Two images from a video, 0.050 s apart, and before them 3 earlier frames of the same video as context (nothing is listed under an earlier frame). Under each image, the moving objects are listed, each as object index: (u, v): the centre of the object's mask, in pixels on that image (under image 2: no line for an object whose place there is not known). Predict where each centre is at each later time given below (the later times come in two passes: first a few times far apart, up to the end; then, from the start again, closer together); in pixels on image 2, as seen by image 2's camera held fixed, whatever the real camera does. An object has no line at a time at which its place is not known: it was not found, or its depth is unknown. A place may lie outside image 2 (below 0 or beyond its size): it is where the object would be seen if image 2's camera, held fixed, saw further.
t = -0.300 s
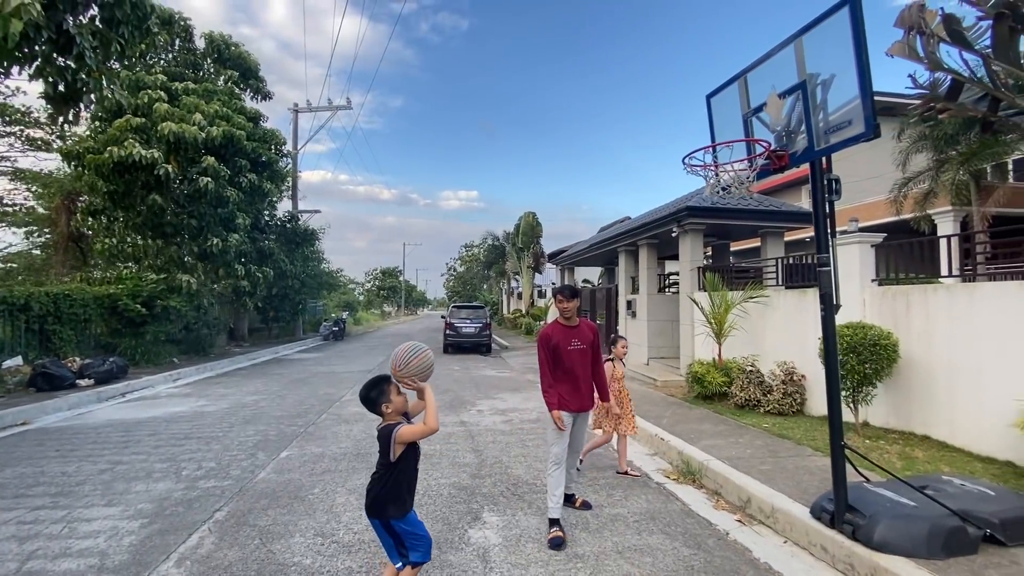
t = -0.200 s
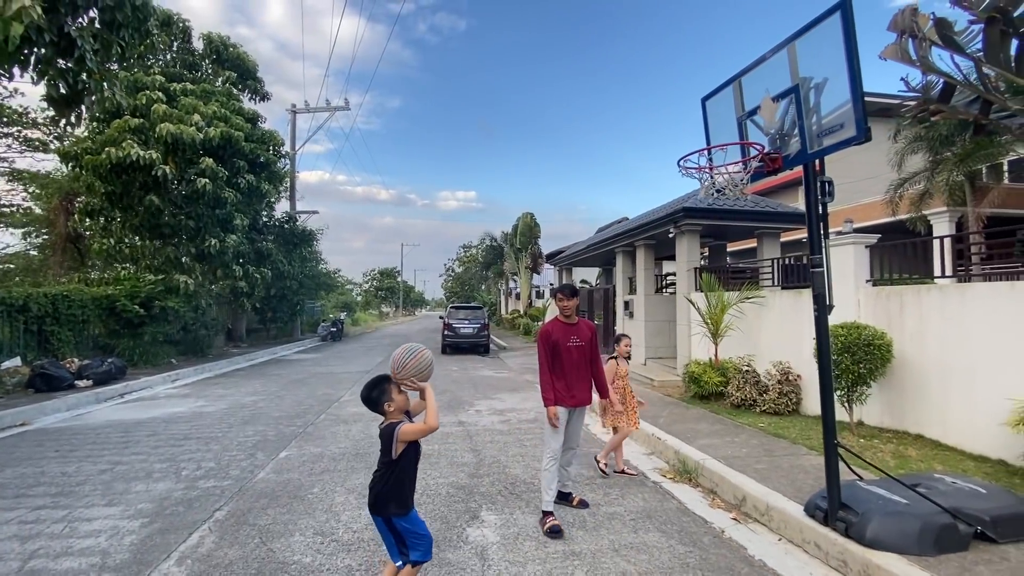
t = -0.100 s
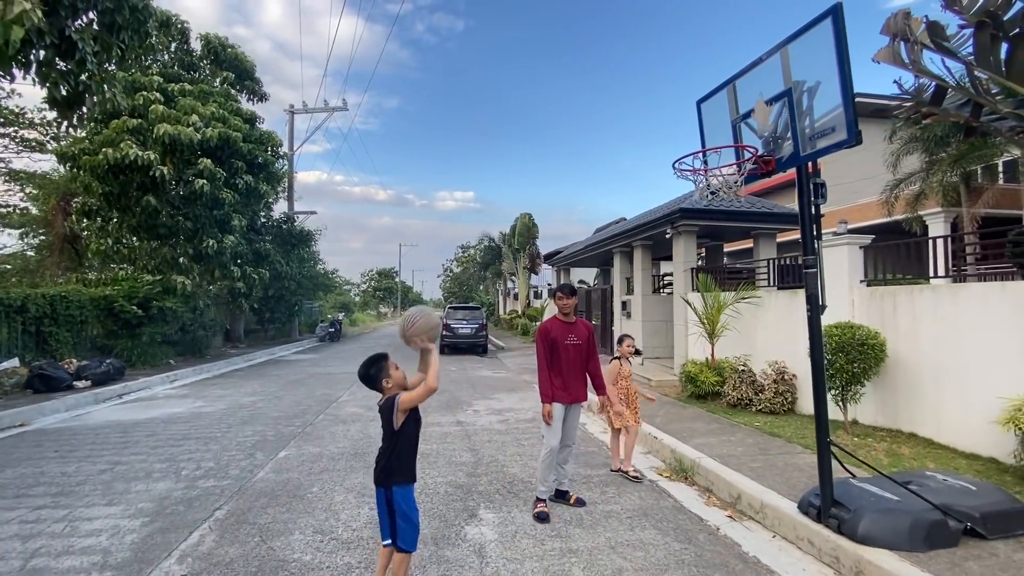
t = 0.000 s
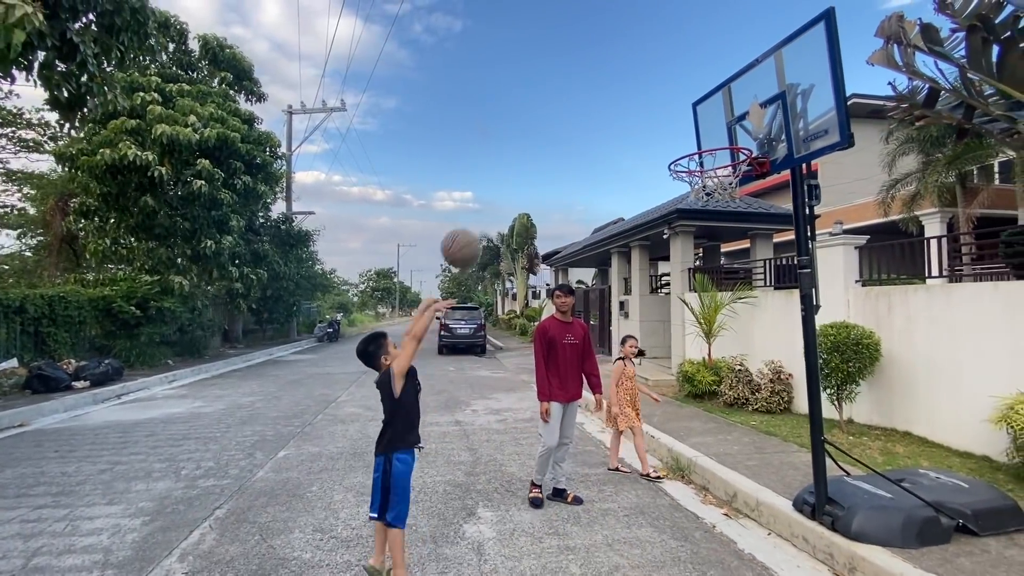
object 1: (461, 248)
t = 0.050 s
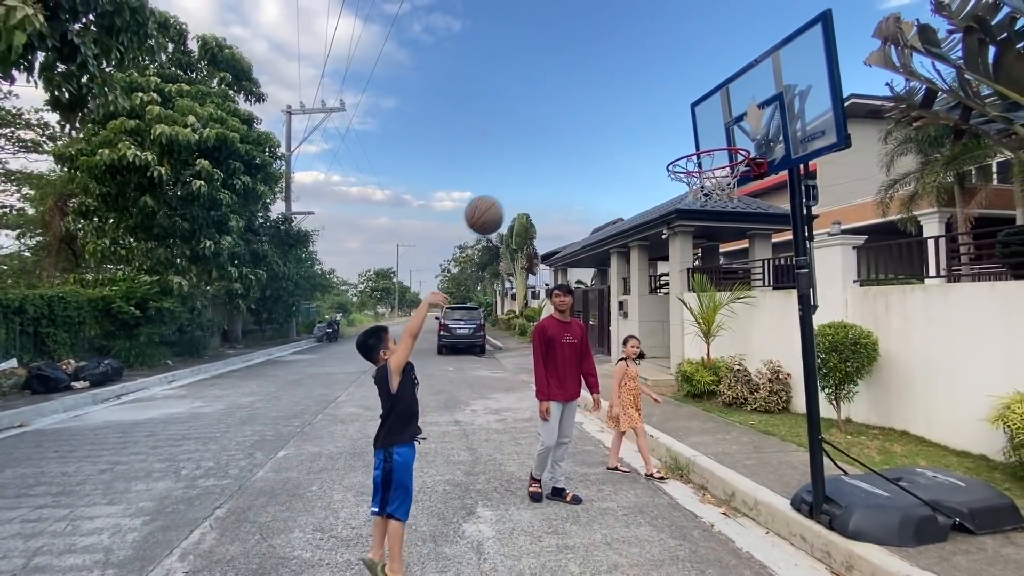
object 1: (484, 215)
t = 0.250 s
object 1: (571, 131)
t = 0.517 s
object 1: (674, 121)
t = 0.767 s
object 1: (714, 139)
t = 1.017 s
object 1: (676, 152)
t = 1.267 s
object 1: (657, 161)
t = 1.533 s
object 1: (624, 230)
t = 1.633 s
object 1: (611, 278)
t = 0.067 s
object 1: (492, 205)
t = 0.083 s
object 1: (499, 196)
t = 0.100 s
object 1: (507, 187)
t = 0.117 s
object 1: (514, 179)
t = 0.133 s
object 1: (522, 171)
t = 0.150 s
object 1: (529, 163)
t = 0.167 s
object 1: (536, 157)
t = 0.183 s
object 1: (543, 151)
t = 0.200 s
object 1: (550, 145)
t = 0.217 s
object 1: (557, 140)
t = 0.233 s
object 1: (564, 135)
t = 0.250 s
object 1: (571, 131)
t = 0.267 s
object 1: (578, 127)
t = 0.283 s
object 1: (585, 123)
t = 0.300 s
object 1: (592, 120)
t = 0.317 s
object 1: (598, 117)
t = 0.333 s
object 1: (605, 115)
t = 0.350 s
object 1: (612, 114)
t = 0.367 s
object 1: (618, 113)
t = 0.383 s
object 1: (625, 112)
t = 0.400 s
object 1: (631, 112)
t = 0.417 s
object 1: (637, 112)
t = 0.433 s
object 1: (644, 112)
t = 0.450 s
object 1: (650, 113)
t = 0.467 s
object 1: (656, 115)
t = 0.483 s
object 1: (662, 116)
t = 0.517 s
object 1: (674, 121)
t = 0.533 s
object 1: (680, 124)
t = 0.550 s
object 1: (685, 127)
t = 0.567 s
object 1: (691, 131)
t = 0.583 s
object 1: (697, 135)
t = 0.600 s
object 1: (703, 138)
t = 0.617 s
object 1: (708, 144)
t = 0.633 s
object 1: (714, 149)
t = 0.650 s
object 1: (719, 151)
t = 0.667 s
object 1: (721, 149)
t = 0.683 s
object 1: (723, 147)
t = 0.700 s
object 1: (723, 144)
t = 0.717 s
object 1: (722, 142)
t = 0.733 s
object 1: (719, 141)
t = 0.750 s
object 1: (717, 140)
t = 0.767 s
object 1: (714, 139)
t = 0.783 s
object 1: (711, 139)
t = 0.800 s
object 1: (708, 137)
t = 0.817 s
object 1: (705, 138)
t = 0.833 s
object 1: (702, 139)
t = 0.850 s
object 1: (699, 140)
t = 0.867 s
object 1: (696, 141)
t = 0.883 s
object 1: (693, 143)
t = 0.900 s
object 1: (691, 145)
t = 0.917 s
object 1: (688, 147)
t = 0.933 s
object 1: (684, 149)
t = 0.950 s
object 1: (682, 151)
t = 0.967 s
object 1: (680, 151)
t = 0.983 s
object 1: (679, 151)
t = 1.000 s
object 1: (678, 151)
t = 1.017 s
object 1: (676, 152)
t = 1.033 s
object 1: (674, 152)
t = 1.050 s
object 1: (673, 152)
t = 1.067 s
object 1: (672, 151)
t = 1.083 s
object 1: (671, 152)
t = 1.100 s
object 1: (670, 152)
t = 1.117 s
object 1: (669, 153)
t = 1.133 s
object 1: (667, 153)
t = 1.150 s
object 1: (666, 155)
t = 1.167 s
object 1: (666, 156)
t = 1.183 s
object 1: (664, 156)
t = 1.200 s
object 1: (663, 157)
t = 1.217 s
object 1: (661, 158)
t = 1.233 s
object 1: (660, 159)
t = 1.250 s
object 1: (659, 160)
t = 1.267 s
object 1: (657, 161)
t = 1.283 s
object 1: (656, 163)
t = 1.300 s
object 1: (655, 165)
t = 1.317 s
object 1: (653, 167)
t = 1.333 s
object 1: (652, 170)
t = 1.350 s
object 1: (650, 173)
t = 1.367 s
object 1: (649, 176)
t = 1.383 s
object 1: (647, 180)
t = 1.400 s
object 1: (644, 184)
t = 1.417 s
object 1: (639, 188)
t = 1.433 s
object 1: (635, 193)
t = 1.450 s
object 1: (632, 198)
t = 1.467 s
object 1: (630, 203)
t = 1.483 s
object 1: (632, 209)
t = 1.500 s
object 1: (628, 216)
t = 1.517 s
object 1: (631, 223)
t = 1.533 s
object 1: (624, 230)
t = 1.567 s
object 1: (619, 244)
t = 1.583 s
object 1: (617, 252)
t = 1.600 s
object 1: (615, 261)
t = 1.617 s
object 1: (613, 269)
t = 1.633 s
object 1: (611, 278)
